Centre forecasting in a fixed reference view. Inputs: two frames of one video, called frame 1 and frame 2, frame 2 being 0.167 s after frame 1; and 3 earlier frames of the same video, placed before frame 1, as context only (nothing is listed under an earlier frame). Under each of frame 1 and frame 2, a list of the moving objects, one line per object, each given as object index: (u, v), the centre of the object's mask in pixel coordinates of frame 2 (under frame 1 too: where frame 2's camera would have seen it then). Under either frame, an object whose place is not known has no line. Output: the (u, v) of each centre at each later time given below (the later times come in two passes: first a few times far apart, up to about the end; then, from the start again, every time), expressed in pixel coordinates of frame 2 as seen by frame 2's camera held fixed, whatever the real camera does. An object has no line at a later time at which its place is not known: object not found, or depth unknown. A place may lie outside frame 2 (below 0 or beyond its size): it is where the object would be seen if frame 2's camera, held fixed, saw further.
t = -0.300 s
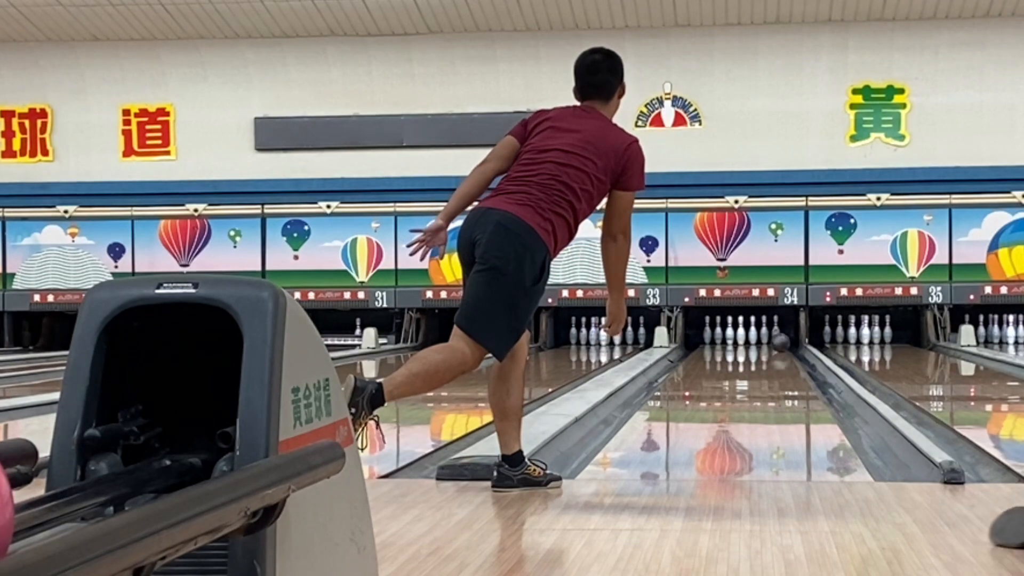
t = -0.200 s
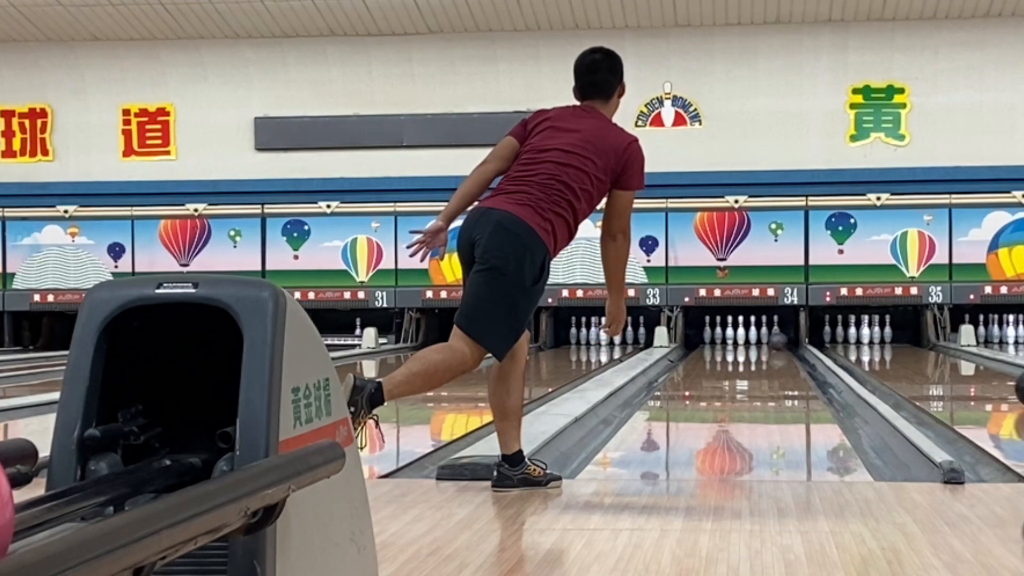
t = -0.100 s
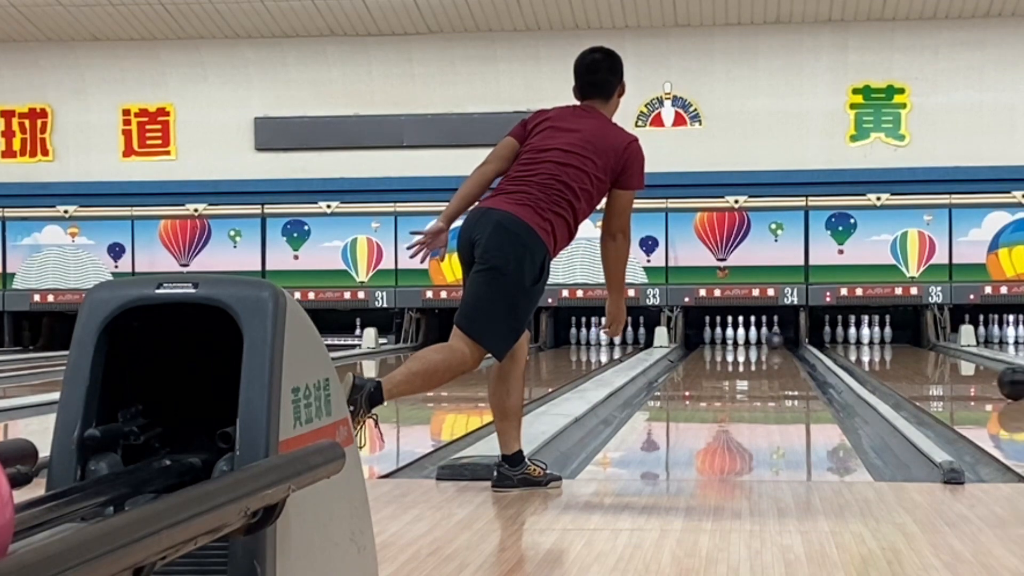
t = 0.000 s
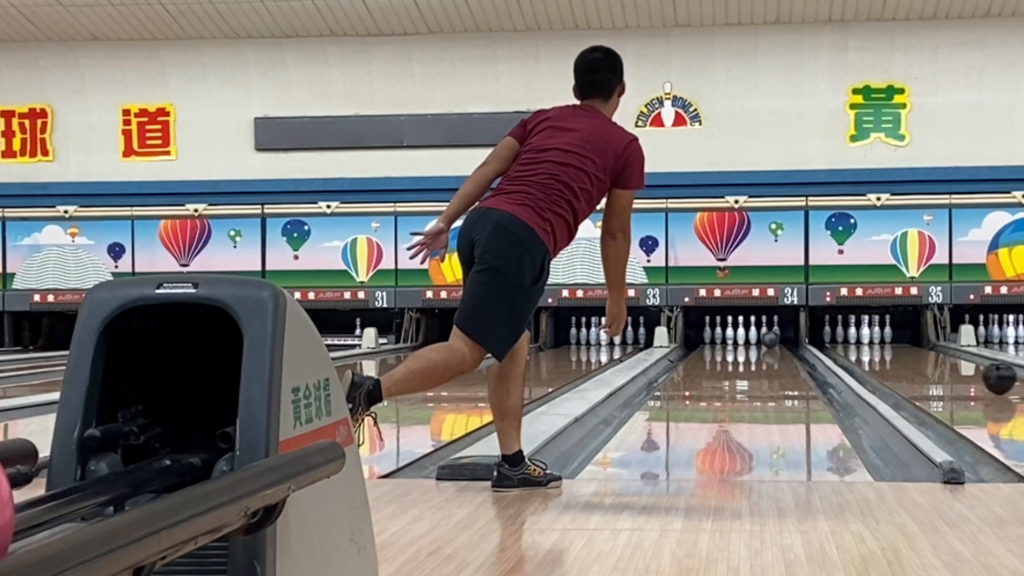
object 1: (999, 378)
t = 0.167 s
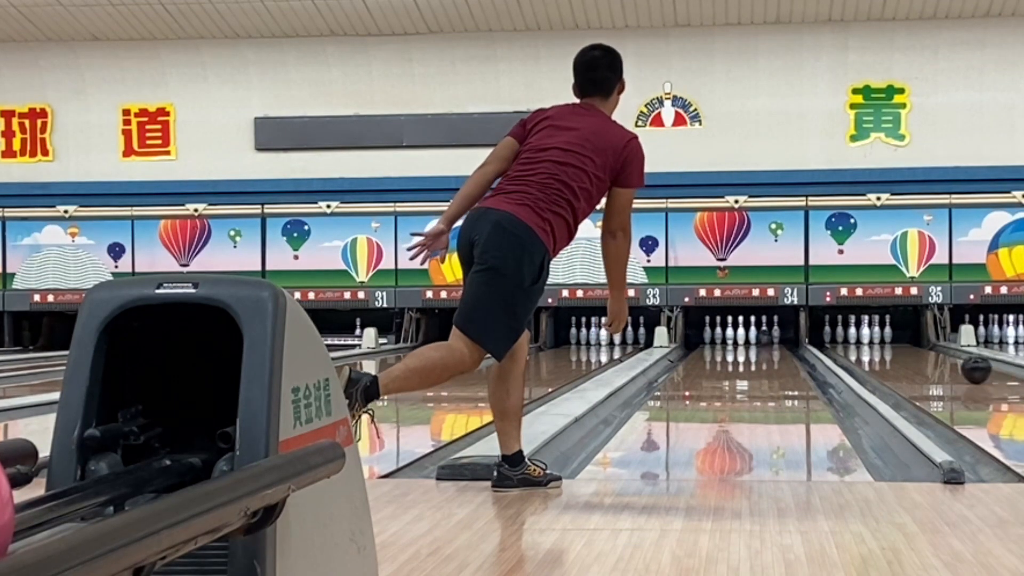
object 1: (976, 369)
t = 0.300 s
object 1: (961, 365)
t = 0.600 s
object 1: (933, 354)
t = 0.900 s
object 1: (912, 346)
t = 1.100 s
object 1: (901, 343)
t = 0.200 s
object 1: (973, 368)
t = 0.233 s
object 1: (969, 366)
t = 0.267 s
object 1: (965, 365)
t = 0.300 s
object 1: (961, 365)
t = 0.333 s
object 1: (958, 363)
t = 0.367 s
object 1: (954, 362)
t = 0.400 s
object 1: (951, 360)
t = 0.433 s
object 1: (948, 358)
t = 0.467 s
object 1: (944, 357)
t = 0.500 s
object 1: (942, 356)
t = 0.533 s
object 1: (939, 355)
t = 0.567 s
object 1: (936, 355)
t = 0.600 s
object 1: (933, 354)
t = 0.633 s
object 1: (931, 353)
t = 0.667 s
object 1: (928, 352)
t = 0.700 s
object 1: (925, 351)
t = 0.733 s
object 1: (923, 350)
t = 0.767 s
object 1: (921, 349)
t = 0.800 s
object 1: (920, 348)
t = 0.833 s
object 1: (916, 347)
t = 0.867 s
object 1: (915, 347)
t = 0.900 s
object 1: (912, 346)
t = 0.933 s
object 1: (910, 345)
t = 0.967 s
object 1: (908, 345)
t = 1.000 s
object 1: (906, 344)
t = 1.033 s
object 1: (904, 344)
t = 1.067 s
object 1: (902, 343)
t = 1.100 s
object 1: (901, 343)
